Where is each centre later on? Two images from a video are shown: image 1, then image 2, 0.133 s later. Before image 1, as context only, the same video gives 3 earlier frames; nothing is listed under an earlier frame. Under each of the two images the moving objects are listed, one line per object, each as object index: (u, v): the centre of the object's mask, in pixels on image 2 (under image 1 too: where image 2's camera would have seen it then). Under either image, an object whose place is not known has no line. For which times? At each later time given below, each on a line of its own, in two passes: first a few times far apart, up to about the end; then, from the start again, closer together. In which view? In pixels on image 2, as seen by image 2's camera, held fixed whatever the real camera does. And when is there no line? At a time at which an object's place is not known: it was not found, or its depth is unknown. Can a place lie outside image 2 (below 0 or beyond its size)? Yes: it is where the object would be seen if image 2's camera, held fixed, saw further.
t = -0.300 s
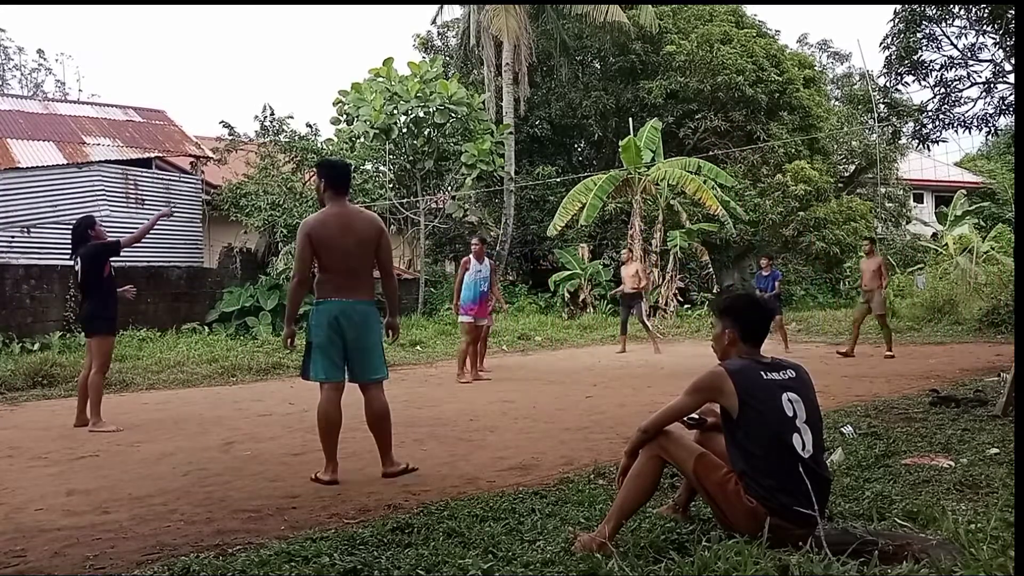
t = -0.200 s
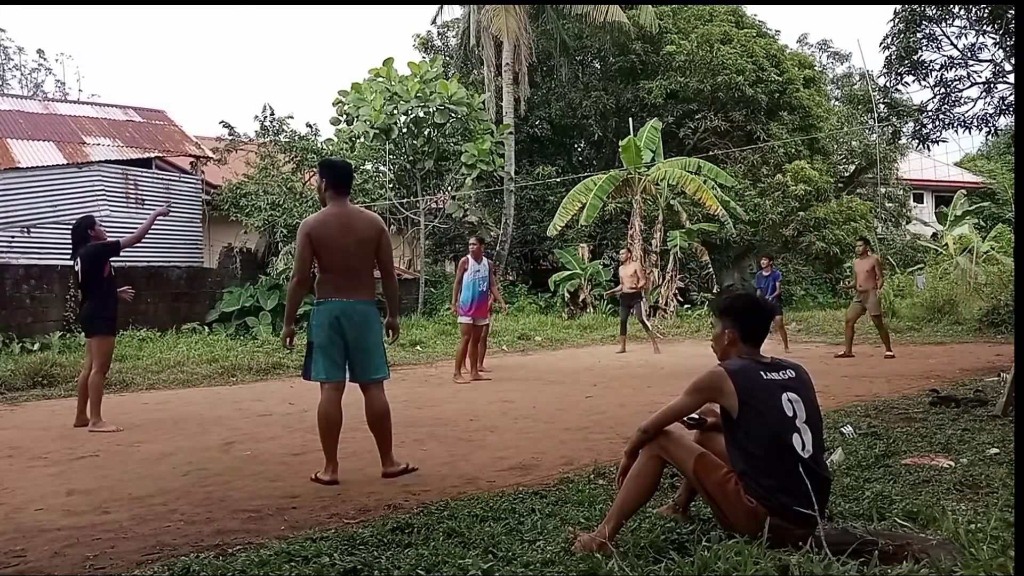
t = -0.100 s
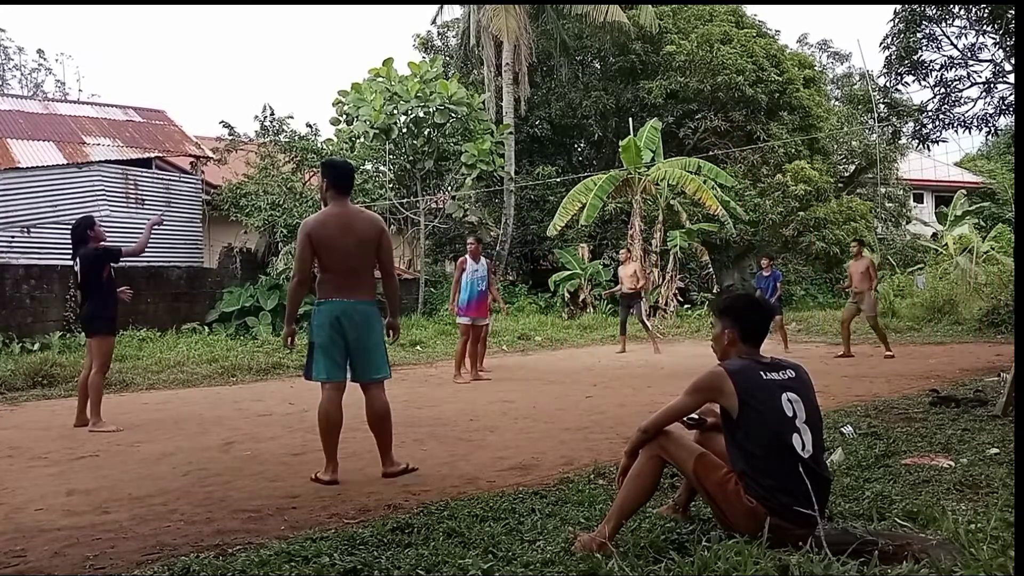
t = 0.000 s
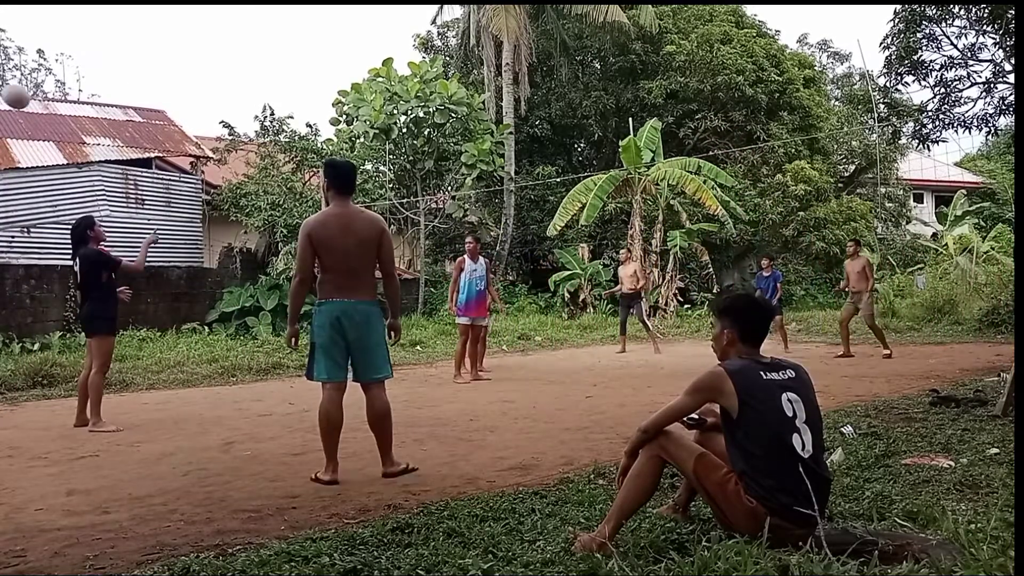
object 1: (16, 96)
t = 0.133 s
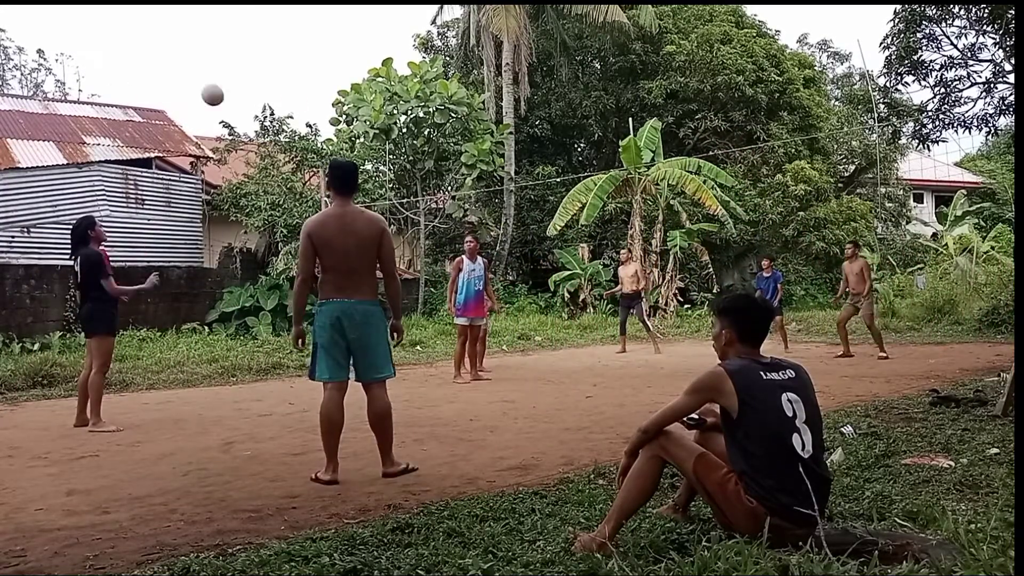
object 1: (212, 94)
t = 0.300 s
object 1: (404, 113)
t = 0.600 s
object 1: (649, 186)
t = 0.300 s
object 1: (404, 113)
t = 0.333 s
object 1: (437, 119)
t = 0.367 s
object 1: (468, 127)
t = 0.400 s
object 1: (497, 134)
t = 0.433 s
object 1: (525, 142)
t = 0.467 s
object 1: (552, 151)
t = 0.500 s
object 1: (578, 159)
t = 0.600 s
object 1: (649, 186)
